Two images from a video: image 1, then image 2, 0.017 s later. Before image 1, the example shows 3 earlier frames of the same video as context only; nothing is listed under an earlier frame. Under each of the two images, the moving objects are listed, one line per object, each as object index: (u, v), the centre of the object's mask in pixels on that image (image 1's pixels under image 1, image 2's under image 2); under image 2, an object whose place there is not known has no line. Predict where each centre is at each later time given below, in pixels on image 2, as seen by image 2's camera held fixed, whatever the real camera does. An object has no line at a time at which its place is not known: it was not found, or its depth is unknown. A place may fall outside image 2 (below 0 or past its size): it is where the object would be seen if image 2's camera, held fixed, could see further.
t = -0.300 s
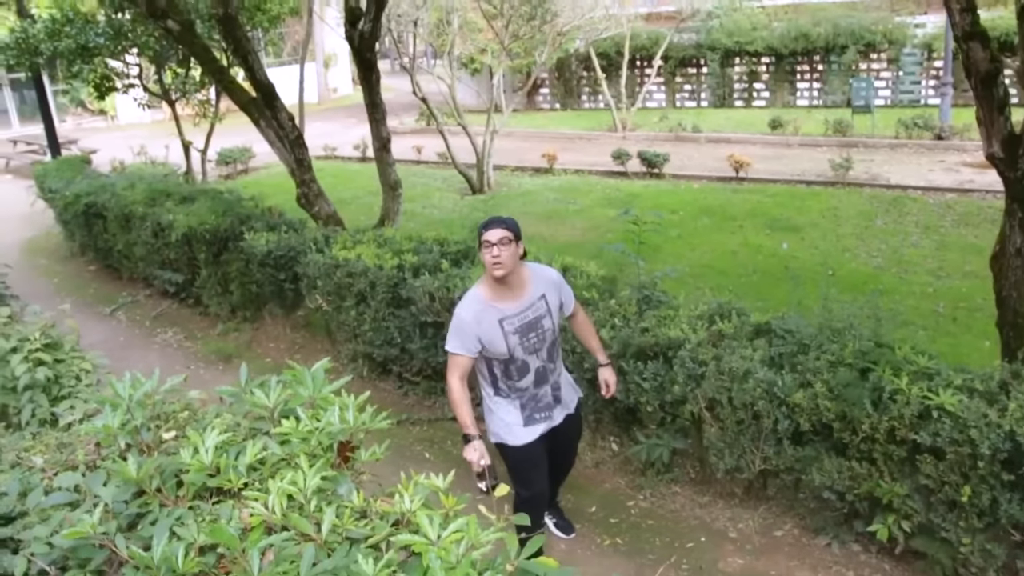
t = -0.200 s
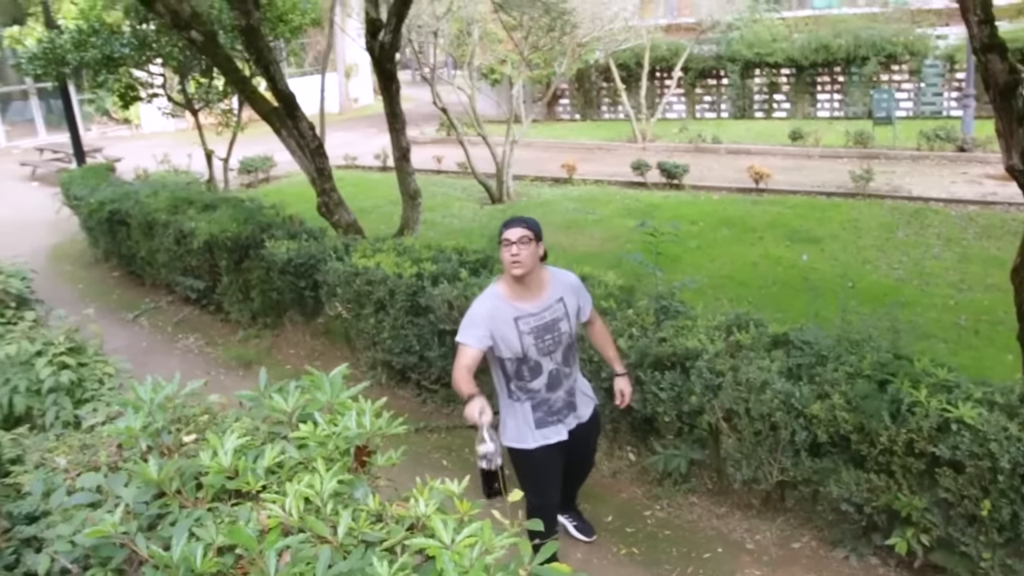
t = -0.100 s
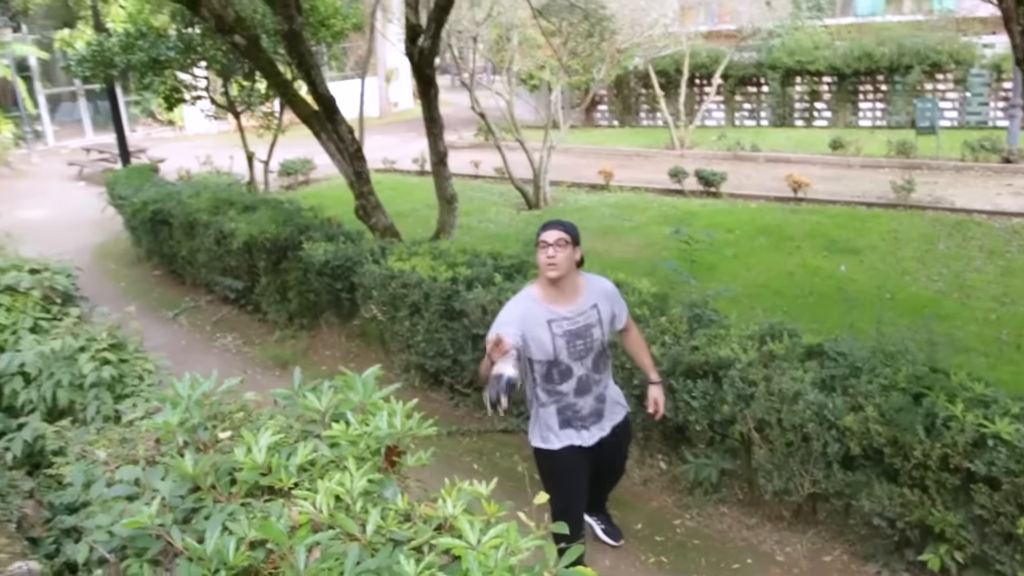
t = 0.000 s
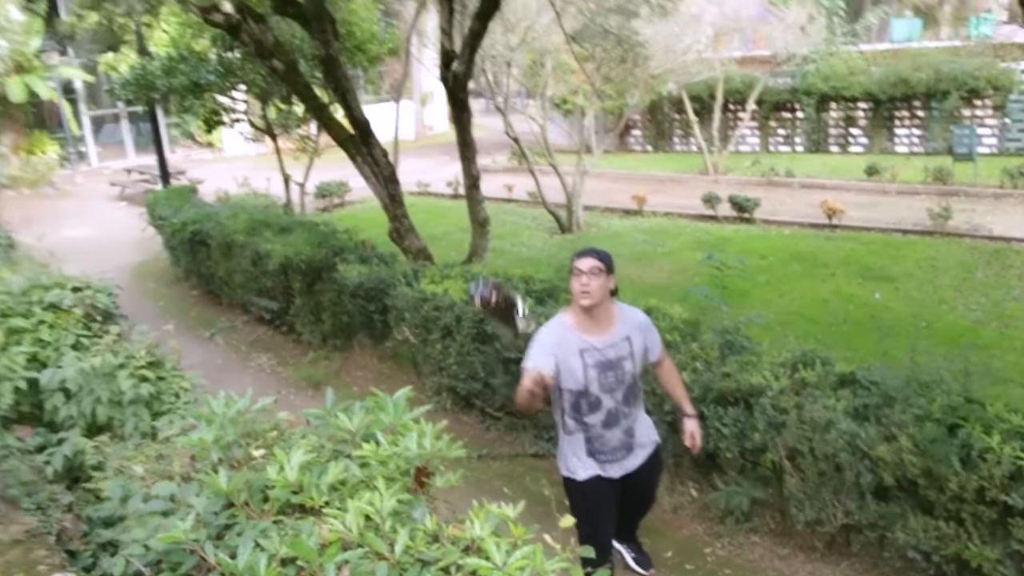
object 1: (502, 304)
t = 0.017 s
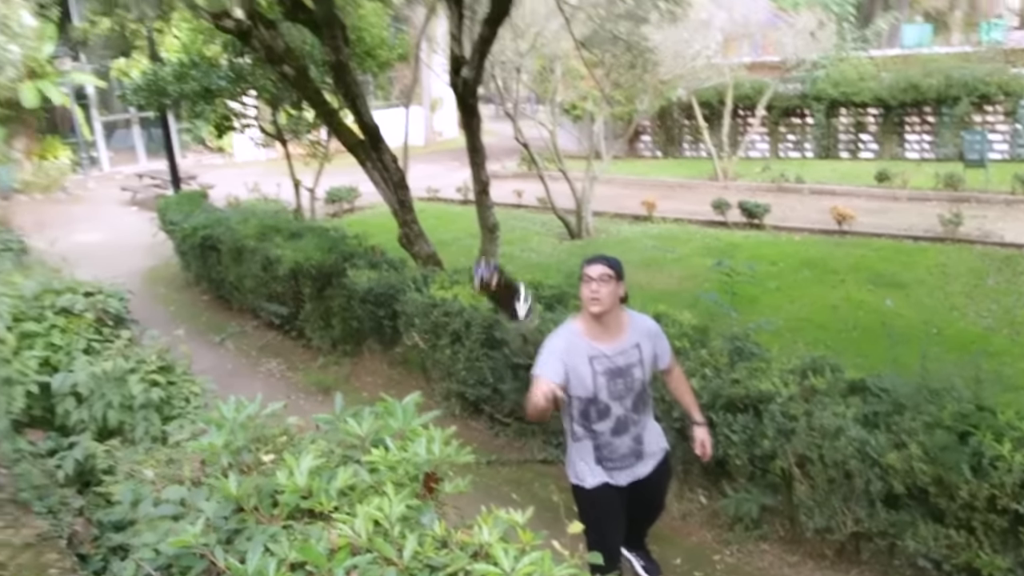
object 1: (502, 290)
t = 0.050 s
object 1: (488, 250)
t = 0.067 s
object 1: (481, 231)
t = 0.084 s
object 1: (472, 211)
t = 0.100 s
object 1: (464, 190)
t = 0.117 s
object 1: (457, 173)
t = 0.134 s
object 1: (448, 153)
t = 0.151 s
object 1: (439, 134)
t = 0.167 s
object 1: (430, 115)
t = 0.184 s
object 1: (420, 94)
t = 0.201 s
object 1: (409, 77)
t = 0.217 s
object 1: (398, 55)
